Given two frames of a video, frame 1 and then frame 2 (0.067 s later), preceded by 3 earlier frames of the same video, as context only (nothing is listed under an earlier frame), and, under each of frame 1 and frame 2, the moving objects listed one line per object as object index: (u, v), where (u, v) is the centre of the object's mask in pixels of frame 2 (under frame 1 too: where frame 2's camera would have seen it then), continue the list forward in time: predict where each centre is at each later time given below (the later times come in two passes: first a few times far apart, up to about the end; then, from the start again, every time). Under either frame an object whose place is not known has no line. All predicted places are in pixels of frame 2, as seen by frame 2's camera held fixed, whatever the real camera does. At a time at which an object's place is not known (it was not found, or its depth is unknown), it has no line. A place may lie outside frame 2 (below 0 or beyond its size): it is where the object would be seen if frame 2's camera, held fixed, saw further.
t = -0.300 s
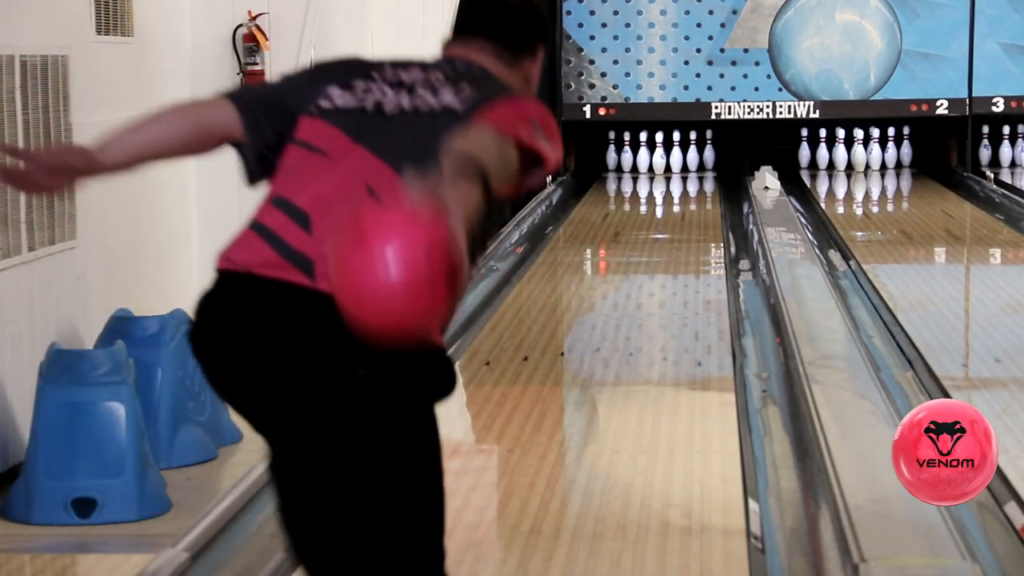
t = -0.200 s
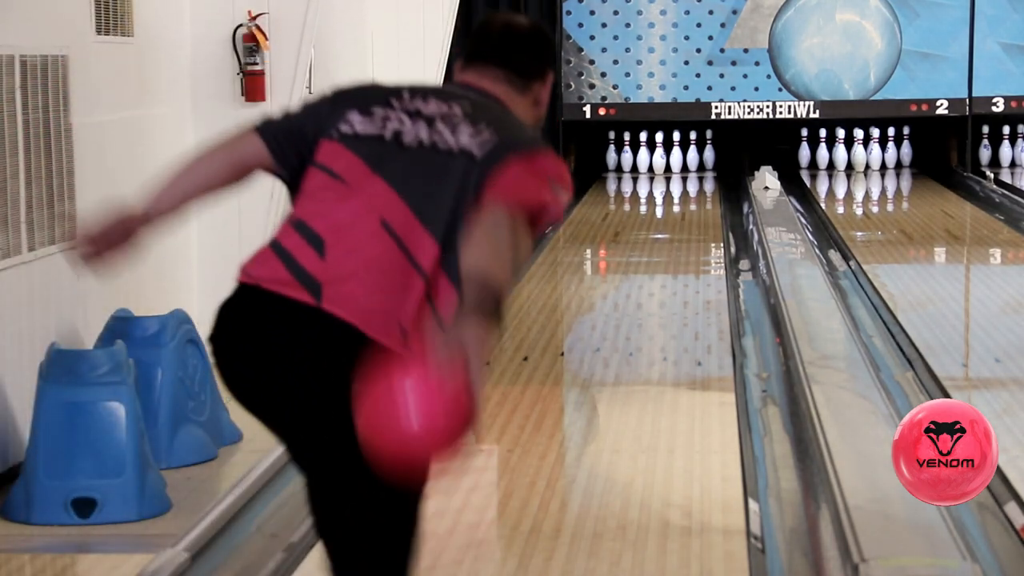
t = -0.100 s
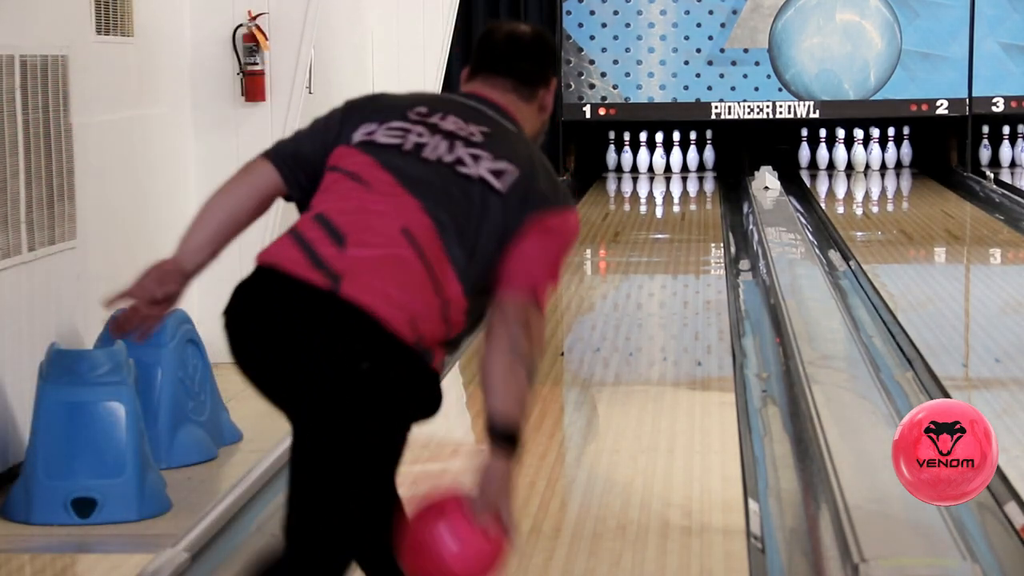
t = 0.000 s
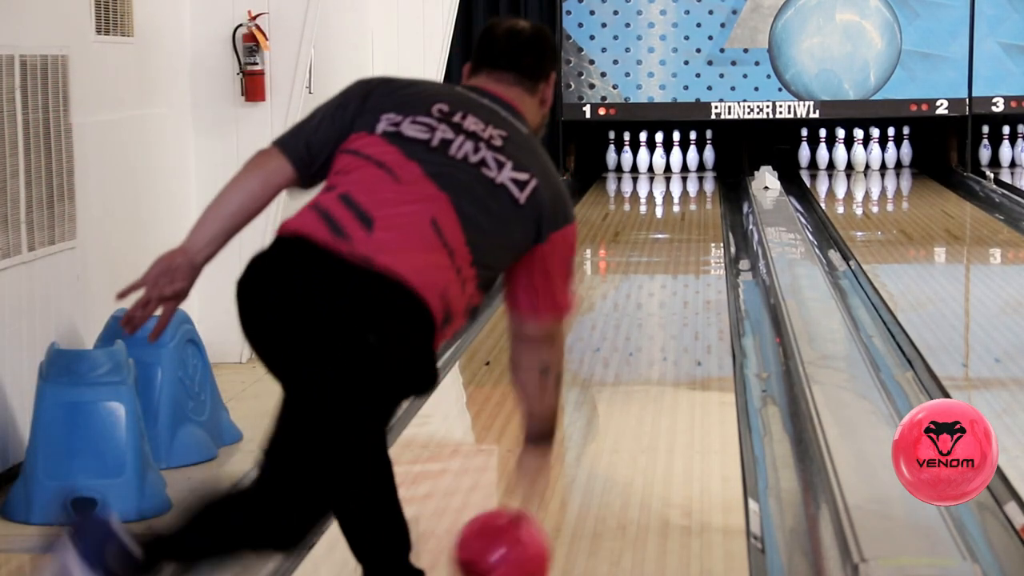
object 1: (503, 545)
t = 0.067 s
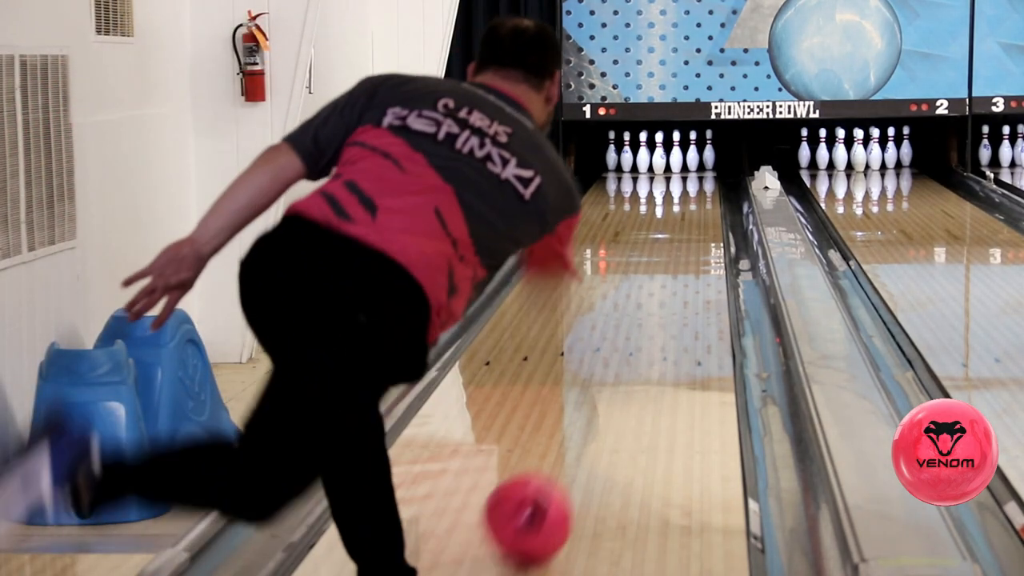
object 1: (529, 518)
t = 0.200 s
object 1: (568, 449)
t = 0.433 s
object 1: (615, 367)
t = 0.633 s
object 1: (642, 319)
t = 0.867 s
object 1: (664, 278)
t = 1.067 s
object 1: (677, 253)
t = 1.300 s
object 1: (687, 229)
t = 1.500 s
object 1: (692, 212)
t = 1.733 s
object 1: (693, 197)
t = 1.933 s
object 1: (690, 186)
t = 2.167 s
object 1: (679, 175)
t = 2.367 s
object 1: (670, 168)
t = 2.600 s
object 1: (664, 161)
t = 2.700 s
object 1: (659, 159)
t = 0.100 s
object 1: (540, 500)
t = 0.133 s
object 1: (551, 482)
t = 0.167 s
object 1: (560, 465)
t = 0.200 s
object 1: (568, 449)
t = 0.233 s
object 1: (576, 435)
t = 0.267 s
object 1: (584, 422)
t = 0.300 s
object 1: (591, 410)
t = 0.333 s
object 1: (598, 398)
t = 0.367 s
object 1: (604, 387)
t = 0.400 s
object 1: (610, 377)
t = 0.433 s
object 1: (615, 367)
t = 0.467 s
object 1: (620, 358)
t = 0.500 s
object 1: (625, 350)
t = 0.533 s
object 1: (630, 341)
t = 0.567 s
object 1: (634, 334)
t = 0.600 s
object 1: (638, 326)
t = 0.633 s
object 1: (642, 319)
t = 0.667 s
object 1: (645, 313)
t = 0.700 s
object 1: (649, 306)
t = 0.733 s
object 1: (652, 300)
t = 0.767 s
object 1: (655, 294)
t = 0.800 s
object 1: (658, 288)
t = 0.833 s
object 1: (661, 283)
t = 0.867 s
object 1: (664, 278)
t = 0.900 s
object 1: (666, 273)
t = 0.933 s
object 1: (669, 269)
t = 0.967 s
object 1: (671, 265)
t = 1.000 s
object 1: (673, 260)
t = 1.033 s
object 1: (675, 256)
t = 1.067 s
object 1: (677, 253)
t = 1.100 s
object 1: (679, 250)
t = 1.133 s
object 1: (680, 246)
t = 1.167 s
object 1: (682, 242)
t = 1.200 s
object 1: (684, 239)
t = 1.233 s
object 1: (685, 235)
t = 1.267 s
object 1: (686, 232)
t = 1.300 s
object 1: (687, 229)
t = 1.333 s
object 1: (688, 226)
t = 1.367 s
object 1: (689, 223)
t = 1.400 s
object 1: (690, 220)
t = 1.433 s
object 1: (691, 217)
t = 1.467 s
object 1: (691, 215)
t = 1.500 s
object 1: (692, 212)
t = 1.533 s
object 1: (692, 210)
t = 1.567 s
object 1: (692, 207)
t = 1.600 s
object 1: (693, 205)
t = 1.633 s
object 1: (693, 203)
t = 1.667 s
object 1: (693, 201)
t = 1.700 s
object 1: (693, 199)
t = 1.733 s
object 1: (693, 197)
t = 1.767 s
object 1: (692, 195)
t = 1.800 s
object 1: (692, 193)
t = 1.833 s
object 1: (691, 191)
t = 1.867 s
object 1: (691, 190)
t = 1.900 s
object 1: (690, 188)
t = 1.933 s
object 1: (690, 186)
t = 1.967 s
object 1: (689, 185)
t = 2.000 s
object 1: (688, 183)
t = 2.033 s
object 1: (686, 182)
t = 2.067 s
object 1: (685, 180)
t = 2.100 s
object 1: (684, 178)
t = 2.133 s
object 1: (682, 177)
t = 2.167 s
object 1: (679, 175)
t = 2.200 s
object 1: (677, 173)
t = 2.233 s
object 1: (676, 172)
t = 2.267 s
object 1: (675, 171)
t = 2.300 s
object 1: (673, 170)
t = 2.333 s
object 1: (672, 168)
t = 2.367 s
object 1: (670, 168)
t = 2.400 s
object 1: (668, 166)
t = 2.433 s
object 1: (667, 166)
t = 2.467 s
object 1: (666, 164)
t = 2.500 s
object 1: (664, 163)
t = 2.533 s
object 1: (664, 162)
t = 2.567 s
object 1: (665, 162)
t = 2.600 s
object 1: (664, 161)
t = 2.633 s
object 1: (662, 161)
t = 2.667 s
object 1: (661, 160)
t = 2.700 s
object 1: (659, 159)
